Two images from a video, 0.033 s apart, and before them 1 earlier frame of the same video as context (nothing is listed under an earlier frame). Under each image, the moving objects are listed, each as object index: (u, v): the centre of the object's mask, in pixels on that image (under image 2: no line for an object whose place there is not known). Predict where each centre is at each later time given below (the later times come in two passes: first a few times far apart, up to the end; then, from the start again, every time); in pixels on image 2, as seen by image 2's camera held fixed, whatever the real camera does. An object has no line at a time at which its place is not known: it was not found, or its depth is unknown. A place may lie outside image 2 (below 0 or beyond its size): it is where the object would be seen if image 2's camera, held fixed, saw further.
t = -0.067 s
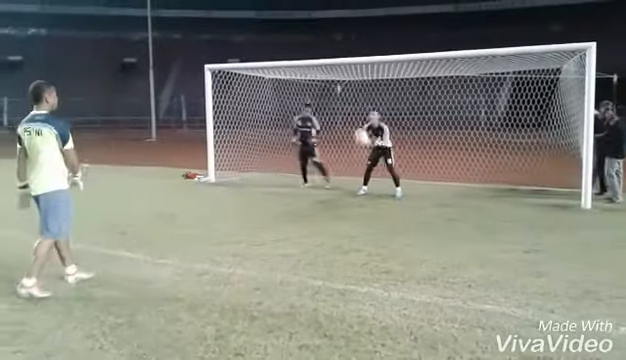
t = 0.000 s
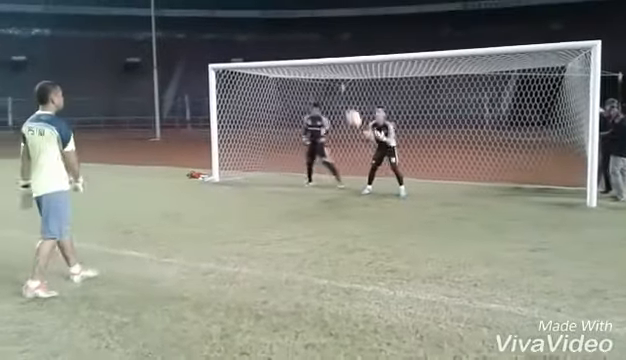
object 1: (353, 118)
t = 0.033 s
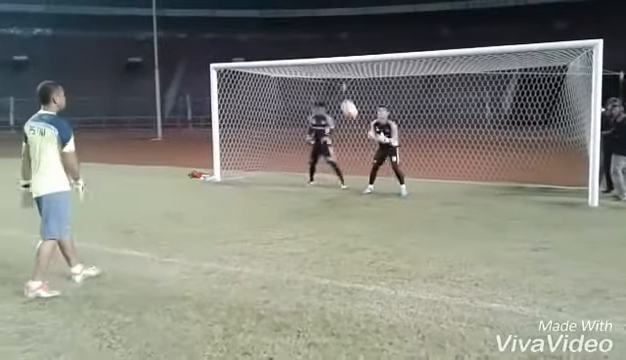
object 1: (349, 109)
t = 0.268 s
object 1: (298, 58)
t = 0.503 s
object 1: (233, 38)
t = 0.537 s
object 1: (222, 37)
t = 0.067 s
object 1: (343, 102)
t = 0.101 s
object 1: (336, 93)
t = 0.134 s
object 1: (330, 86)
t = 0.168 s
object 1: (323, 79)
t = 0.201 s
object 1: (315, 71)
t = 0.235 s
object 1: (308, 66)
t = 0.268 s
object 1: (298, 58)
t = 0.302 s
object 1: (290, 54)
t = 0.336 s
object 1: (282, 50)
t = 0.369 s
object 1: (274, 46)
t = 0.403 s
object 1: (264, 43)
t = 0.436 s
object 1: (254, 41)
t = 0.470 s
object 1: (244, 39)
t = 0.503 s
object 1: (233, 38)
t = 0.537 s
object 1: (222, 37)
